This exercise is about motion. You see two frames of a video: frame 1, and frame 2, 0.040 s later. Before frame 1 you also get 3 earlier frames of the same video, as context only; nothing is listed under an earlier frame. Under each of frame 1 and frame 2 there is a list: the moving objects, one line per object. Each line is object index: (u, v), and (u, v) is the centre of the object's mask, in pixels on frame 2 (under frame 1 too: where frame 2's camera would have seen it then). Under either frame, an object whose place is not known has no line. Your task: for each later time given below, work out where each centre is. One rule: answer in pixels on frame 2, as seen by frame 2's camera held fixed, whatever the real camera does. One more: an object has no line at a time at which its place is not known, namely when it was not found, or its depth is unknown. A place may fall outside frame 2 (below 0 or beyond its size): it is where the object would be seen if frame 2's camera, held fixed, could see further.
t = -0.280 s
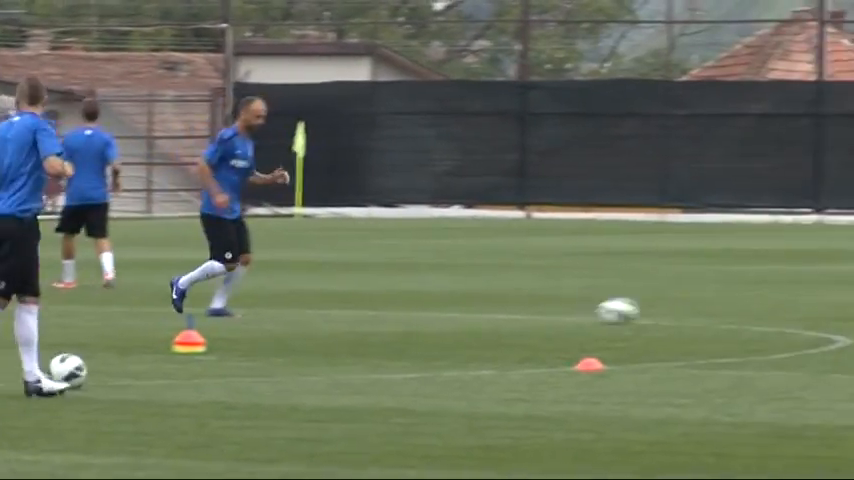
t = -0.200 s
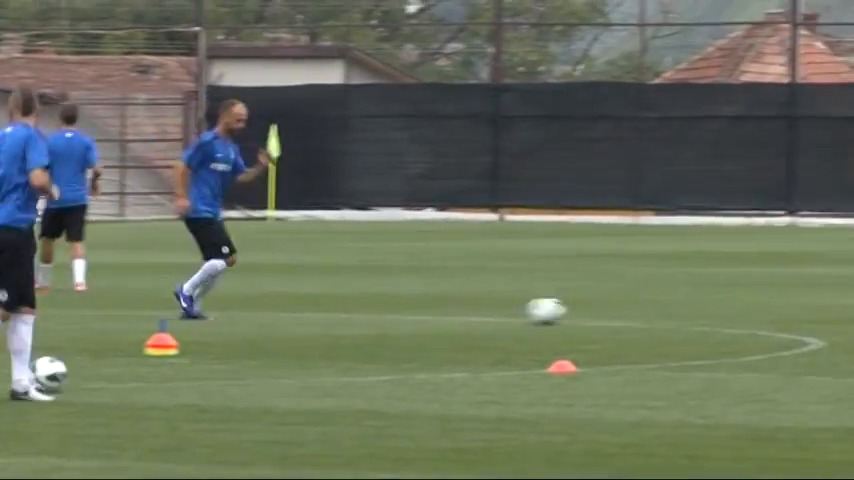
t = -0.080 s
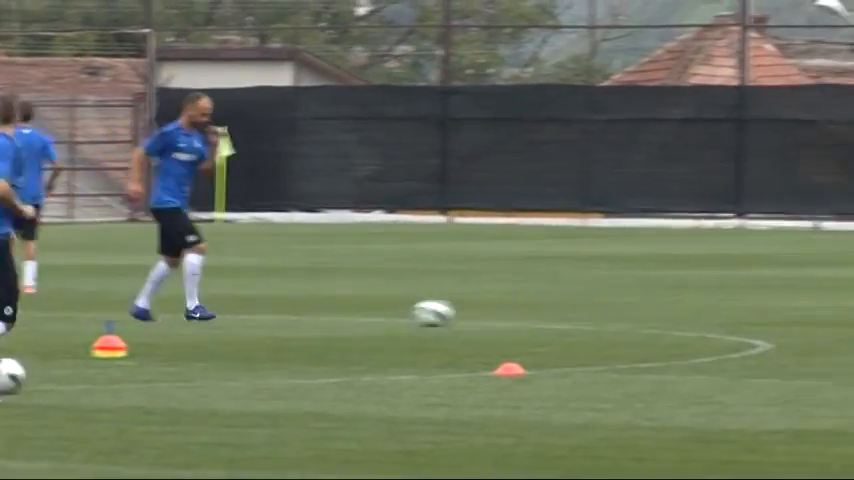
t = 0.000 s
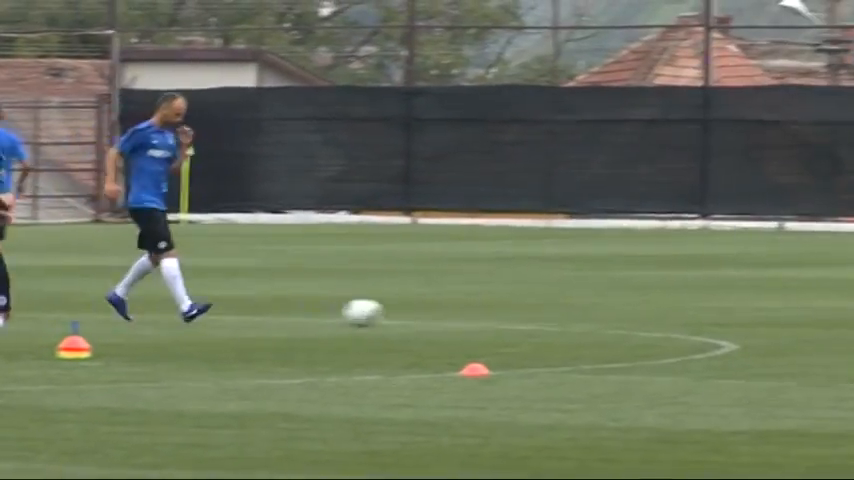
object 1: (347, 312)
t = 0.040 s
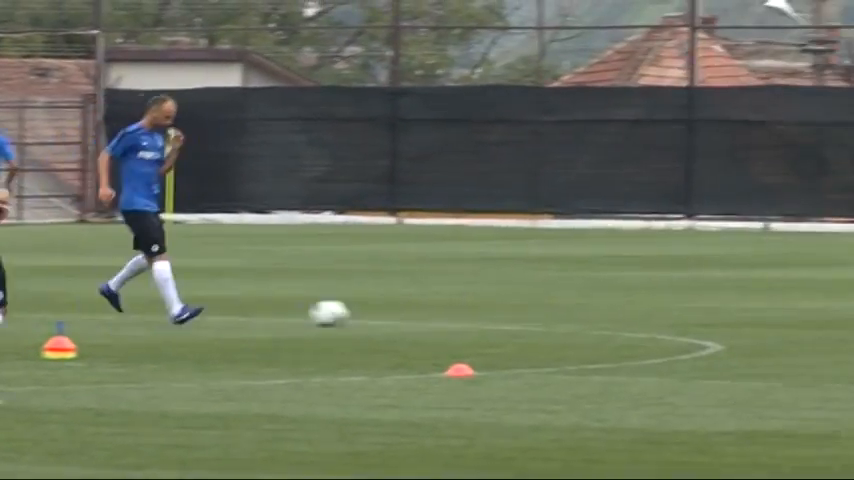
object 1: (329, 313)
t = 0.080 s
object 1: (311, 312)
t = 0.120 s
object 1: (294, 311)
